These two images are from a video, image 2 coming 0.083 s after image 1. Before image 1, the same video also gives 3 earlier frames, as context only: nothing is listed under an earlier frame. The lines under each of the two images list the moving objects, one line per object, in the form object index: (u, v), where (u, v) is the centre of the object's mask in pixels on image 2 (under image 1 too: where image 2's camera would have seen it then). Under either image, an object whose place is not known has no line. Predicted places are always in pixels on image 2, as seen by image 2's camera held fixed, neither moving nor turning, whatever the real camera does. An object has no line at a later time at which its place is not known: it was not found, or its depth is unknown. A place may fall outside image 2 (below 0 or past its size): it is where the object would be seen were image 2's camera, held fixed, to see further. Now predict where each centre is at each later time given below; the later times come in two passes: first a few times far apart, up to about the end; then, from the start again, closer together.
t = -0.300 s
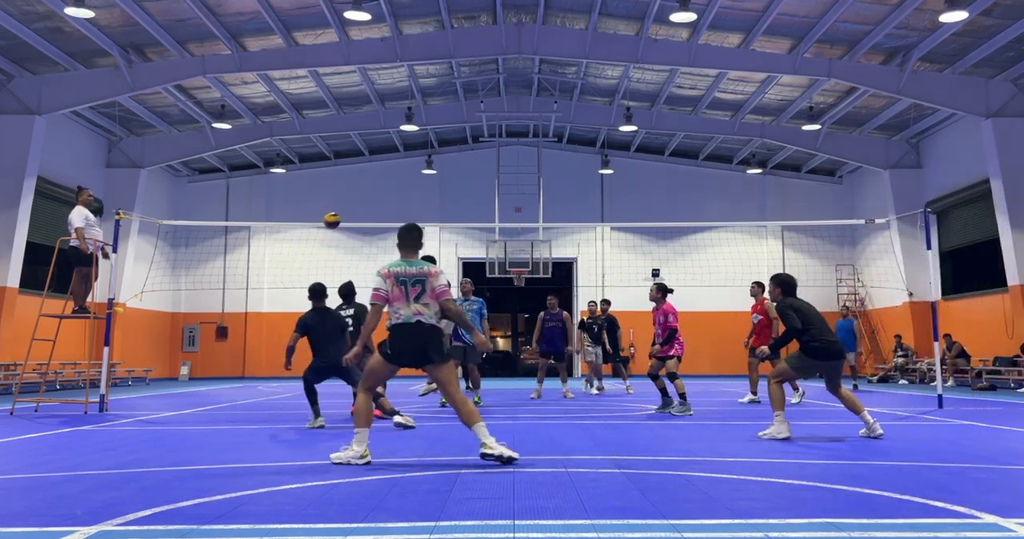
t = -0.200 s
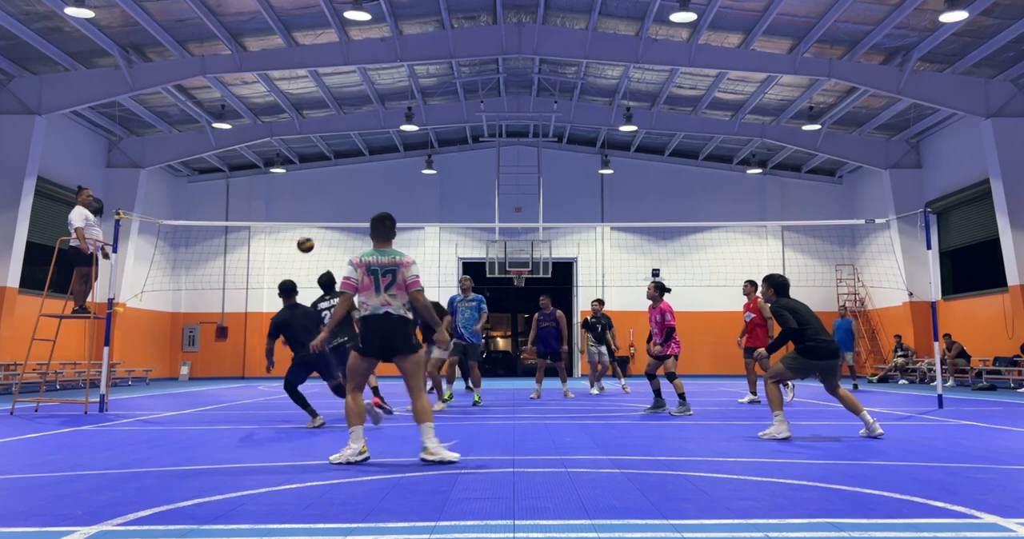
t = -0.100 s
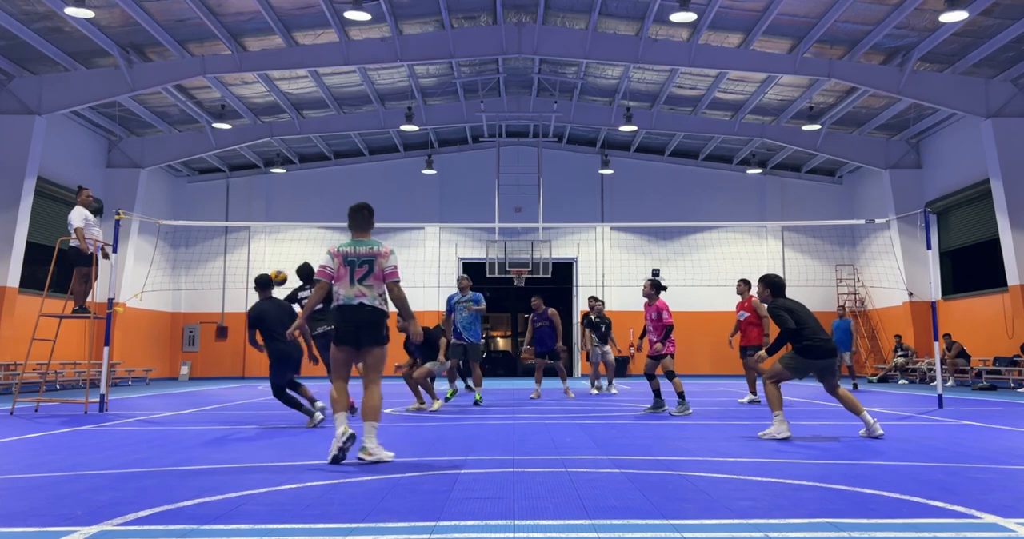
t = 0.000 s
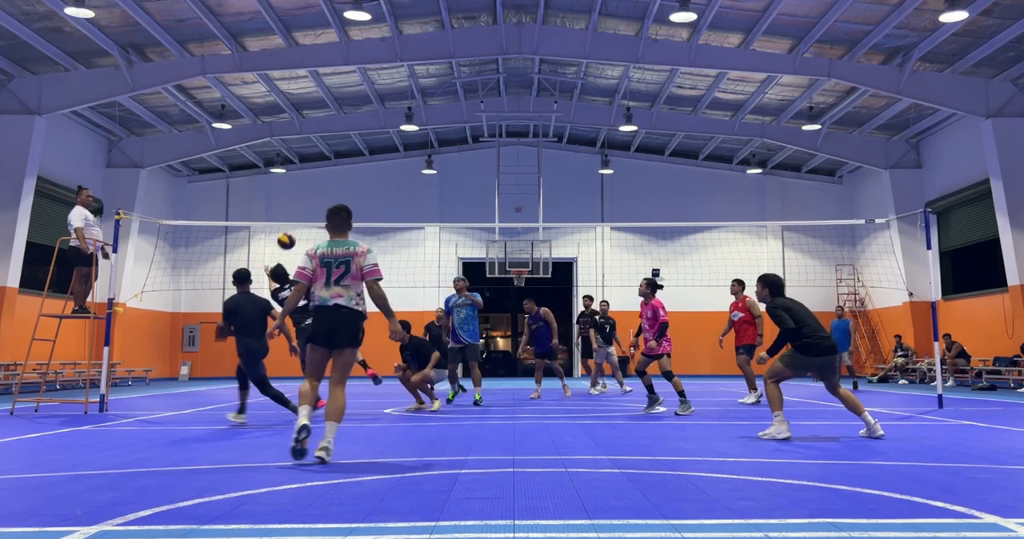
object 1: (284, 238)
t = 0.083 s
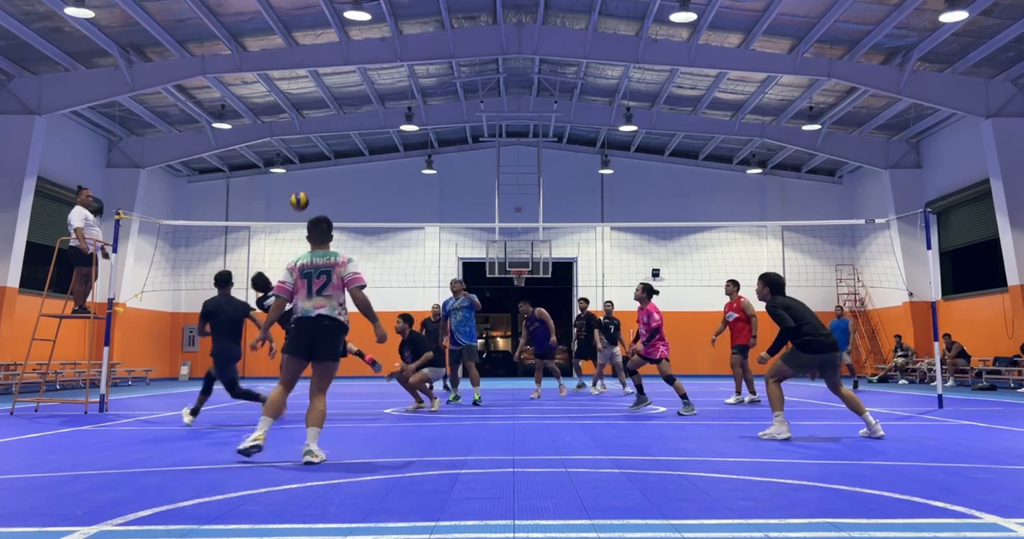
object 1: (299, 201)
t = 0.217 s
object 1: (319, 144)
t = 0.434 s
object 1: (353, 83)
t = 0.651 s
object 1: (391, 59)
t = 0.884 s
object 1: (439, 90)
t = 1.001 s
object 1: (466, 130)
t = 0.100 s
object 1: (302, 194)
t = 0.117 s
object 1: (302, 185)
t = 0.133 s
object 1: (304, 175)
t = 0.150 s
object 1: (307, 169)
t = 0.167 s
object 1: (312, 163)
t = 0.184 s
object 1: (314, 157)
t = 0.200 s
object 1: (317, 151)
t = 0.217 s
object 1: (319, 144)
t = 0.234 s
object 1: (322, 139)
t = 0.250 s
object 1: (325, 135)
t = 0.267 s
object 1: (326, 127)
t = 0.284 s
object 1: (327, 121)
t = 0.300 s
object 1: (331, 115)
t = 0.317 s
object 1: (334, 111)
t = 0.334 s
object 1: (338, 106)
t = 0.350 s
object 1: (340, 102)
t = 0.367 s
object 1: (343, 97)
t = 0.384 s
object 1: (346, 94)
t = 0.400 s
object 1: (349, 91)
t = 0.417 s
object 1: (352, 89)
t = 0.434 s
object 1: (353, 83)
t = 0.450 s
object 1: (353, 79)
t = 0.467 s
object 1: (358, 75)
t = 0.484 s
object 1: (361, 73)
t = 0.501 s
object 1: (364, 70)
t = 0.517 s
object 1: (368, 67)
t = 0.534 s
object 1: (370, 66)
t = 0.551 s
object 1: (374, 65)
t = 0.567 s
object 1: (378, 63)
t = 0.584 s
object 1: (380, 62)
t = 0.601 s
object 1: (381, 60)
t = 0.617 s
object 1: (382, 59)
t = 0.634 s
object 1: (386, 58)
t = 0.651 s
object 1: (391, 59)
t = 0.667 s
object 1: (395, 59)
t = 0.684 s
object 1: (398, 58)
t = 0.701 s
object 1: (404, 61)
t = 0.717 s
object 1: (405, 61)
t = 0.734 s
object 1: (409, 67)
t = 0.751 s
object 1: (412, 69)
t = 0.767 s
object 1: (414, 67)
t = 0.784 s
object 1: (413, 68)
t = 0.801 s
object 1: (419, 70)
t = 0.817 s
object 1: (424, 74)
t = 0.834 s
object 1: (429, 77)
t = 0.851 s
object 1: (433, 81)
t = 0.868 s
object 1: (437, 86)
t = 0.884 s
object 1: (439, 90)
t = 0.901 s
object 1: (443, 92)
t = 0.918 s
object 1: (446, 98)
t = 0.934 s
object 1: (451, 106)
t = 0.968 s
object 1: (455, 115)
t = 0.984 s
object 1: (460, 122)
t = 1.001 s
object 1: (466, 130)
